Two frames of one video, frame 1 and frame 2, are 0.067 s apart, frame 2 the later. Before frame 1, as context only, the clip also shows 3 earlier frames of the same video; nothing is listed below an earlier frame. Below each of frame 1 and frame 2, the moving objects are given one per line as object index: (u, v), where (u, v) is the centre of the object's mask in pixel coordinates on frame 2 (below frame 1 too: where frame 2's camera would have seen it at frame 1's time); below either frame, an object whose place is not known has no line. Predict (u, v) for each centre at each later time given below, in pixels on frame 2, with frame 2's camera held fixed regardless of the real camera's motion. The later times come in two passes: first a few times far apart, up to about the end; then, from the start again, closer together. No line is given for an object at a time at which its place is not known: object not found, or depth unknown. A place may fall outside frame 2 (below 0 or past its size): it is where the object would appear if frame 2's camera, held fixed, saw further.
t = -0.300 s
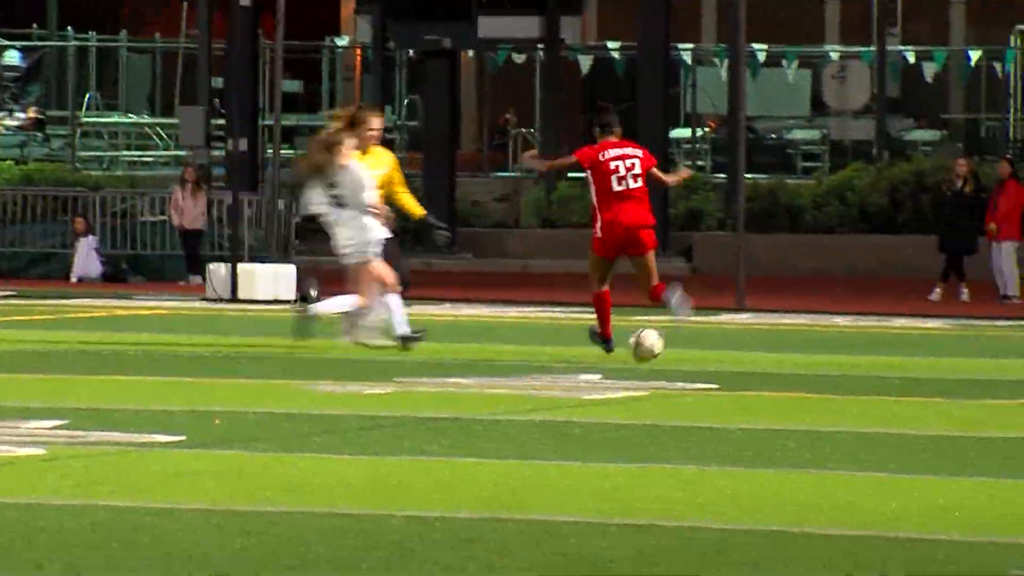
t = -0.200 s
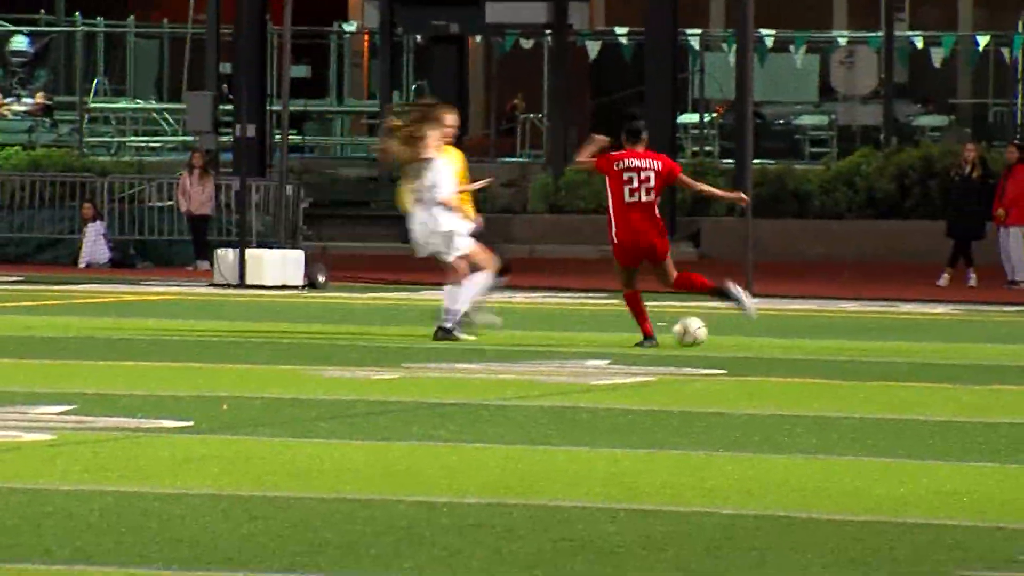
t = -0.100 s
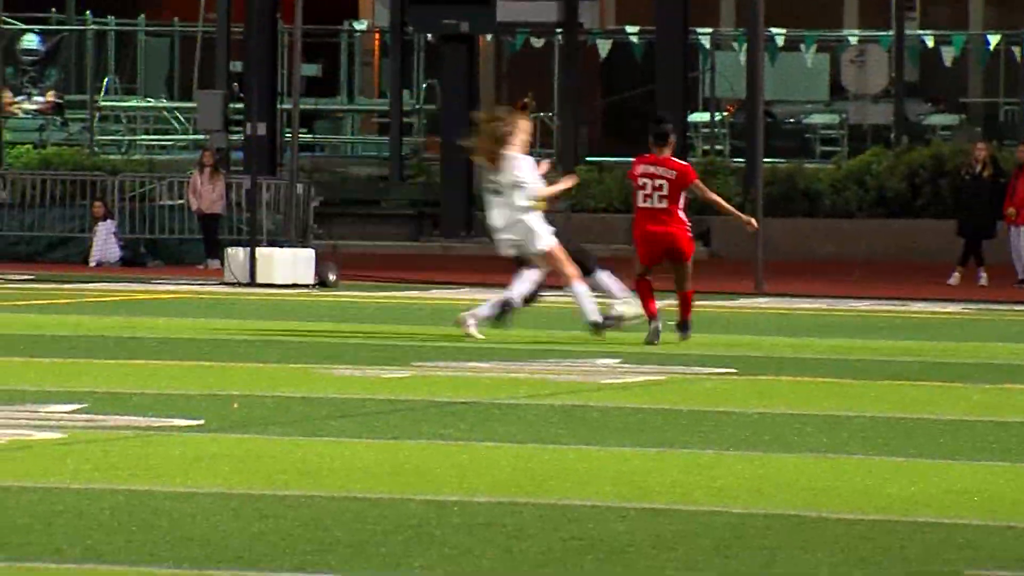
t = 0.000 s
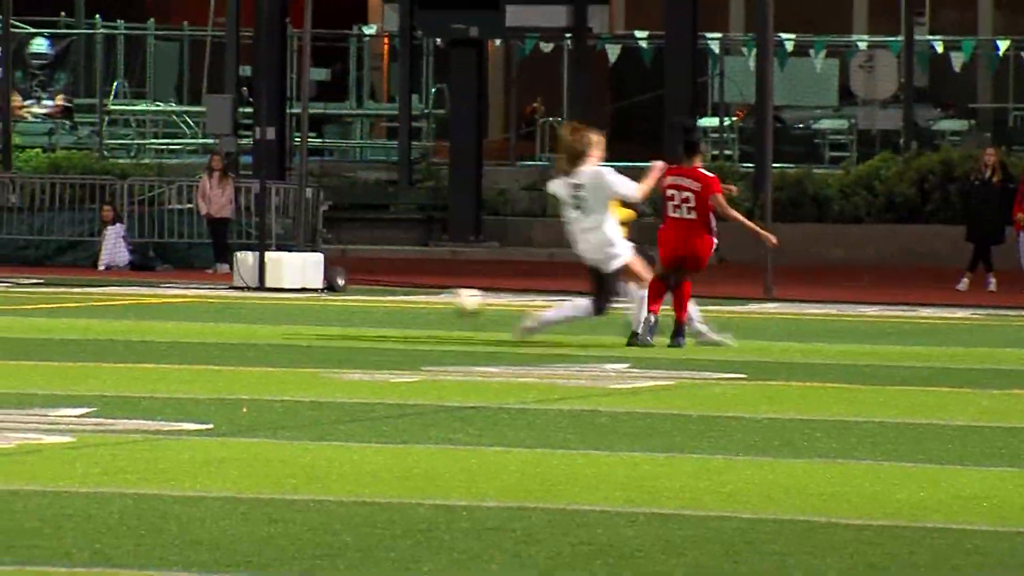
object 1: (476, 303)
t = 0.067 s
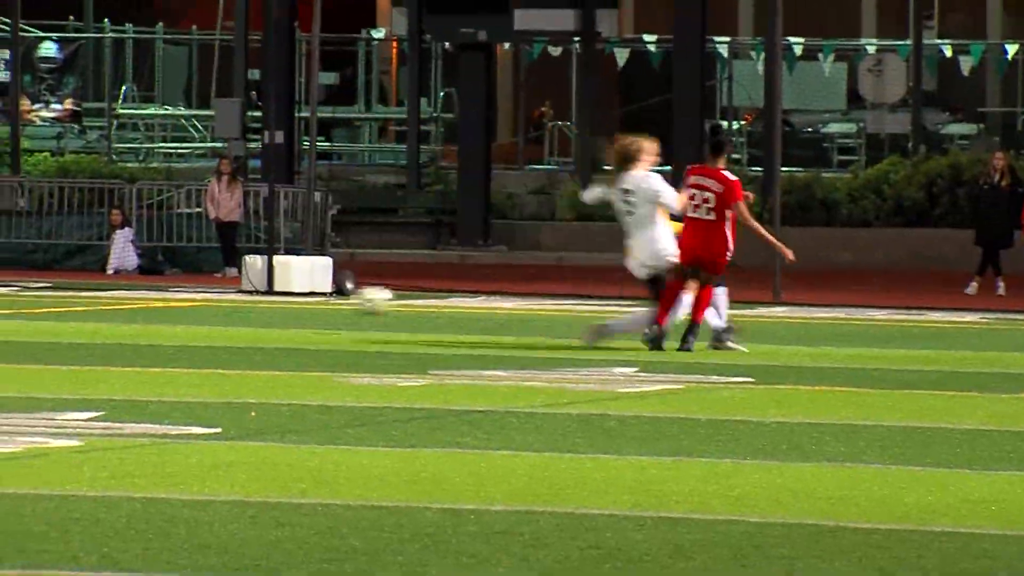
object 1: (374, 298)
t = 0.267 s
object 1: (85, 306)
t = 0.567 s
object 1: (-255, 291)
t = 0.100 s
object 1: (327, 298)
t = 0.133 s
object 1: (275, 298)
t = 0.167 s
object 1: (228, 297)
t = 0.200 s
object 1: (181, 300)
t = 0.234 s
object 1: (135, 302)
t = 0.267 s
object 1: (85, 306)
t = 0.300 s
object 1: (45, 300)
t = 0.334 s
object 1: (10, 294)
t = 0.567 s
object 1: (-255, 291)
